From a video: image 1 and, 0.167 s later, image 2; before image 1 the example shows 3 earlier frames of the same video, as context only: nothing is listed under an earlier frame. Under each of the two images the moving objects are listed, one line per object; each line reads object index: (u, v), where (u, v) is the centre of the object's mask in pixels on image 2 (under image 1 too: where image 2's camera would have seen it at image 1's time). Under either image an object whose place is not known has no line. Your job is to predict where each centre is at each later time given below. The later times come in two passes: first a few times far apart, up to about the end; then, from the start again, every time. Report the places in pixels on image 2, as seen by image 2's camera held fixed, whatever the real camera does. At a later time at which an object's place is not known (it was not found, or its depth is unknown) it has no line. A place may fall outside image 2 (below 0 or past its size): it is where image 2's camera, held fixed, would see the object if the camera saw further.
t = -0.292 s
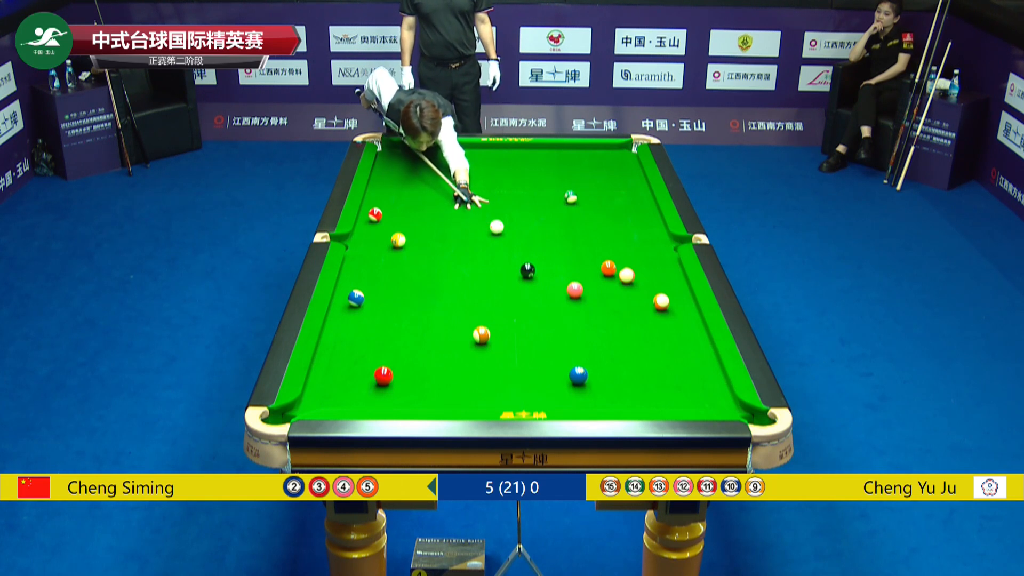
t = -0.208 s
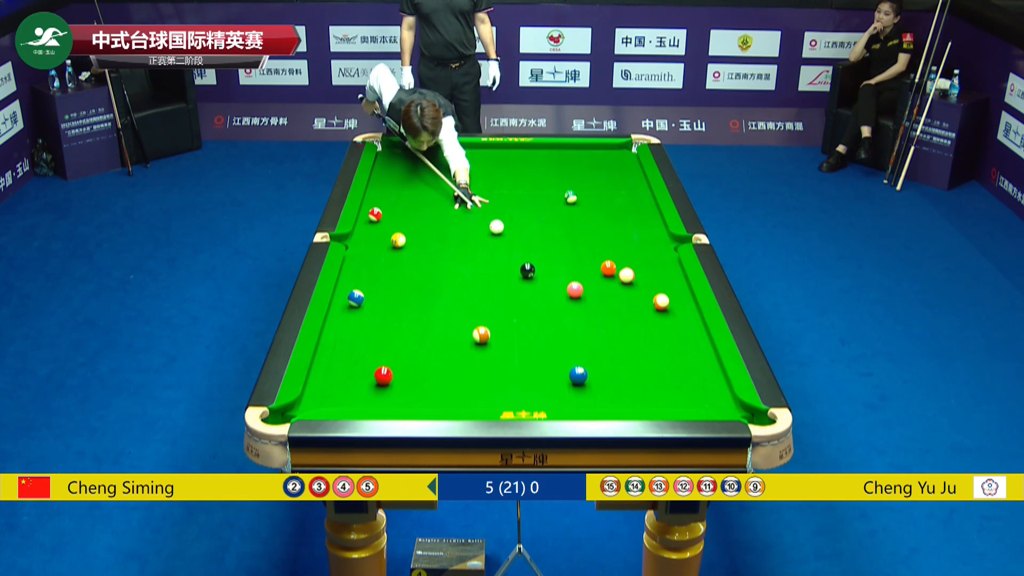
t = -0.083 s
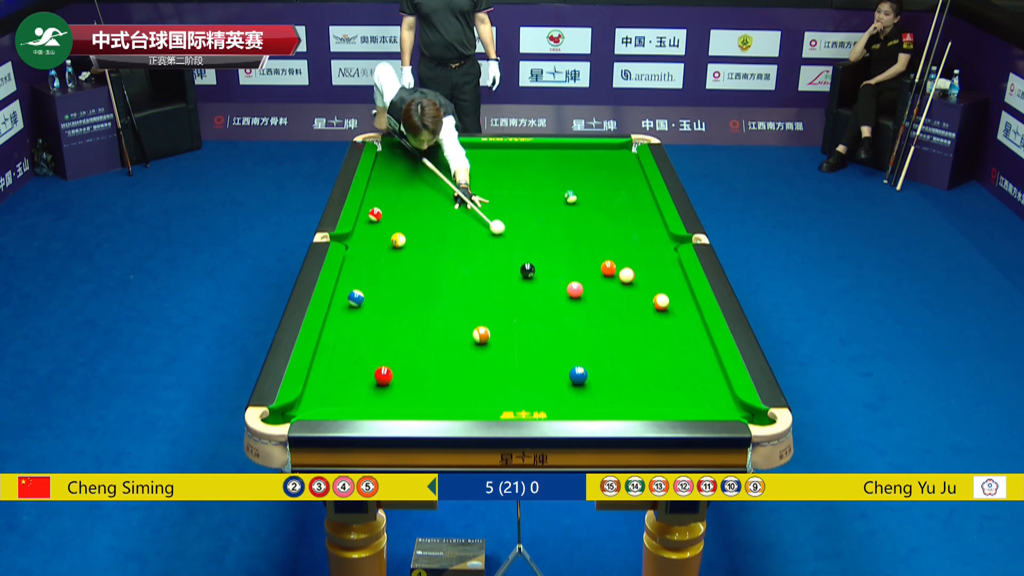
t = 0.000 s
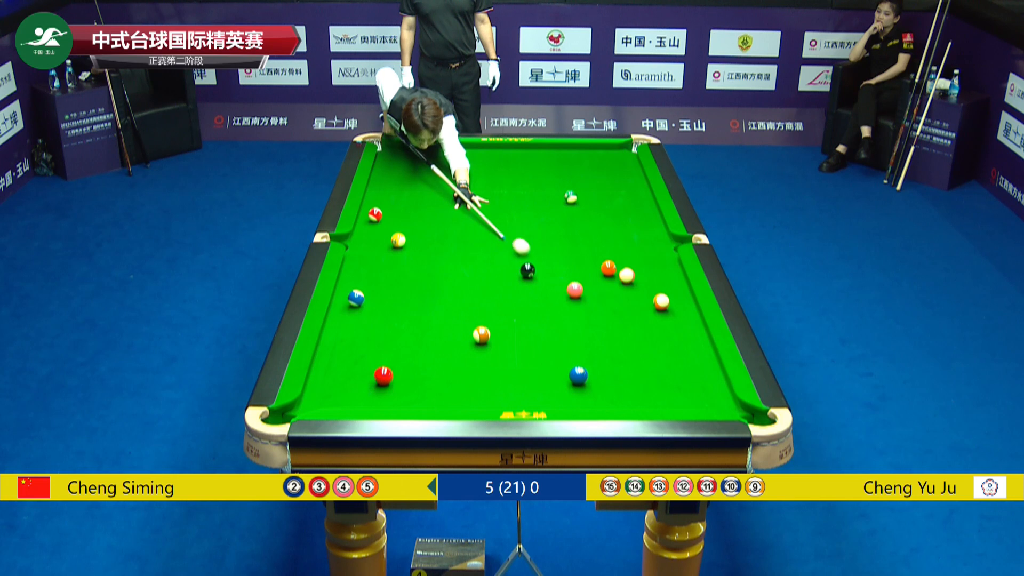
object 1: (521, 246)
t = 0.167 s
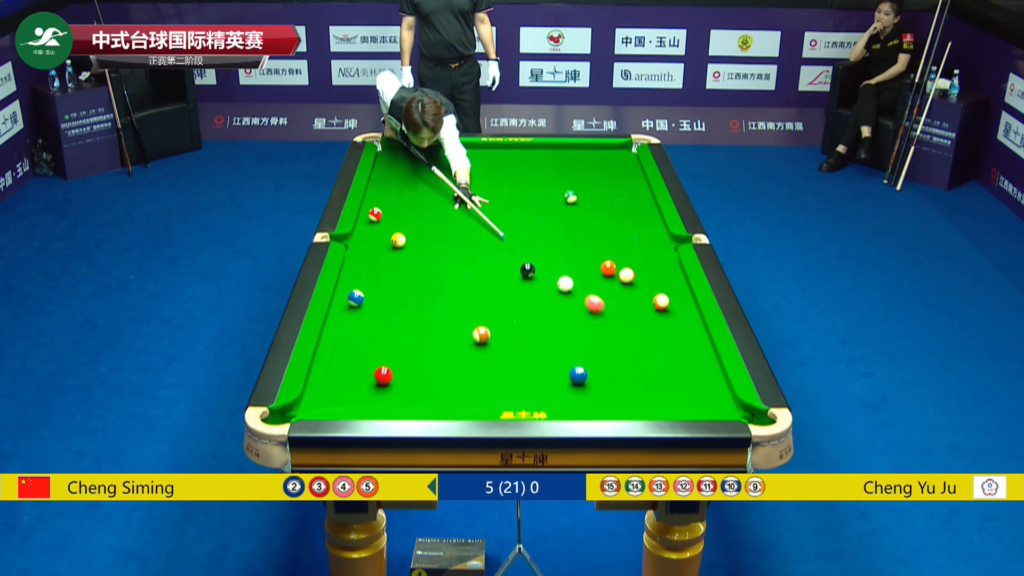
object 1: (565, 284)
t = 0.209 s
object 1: (564, 284)
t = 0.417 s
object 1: (561, 285)
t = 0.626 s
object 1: (558, 286)
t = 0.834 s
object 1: (555, 286)
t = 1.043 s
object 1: (554, 286)
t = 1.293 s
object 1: (552, 286)
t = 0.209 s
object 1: (564, 284)
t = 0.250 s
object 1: (564, 284)
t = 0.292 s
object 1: (563, 284)
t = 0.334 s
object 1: (562, 284)
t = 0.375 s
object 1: (562, 284)
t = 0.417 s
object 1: (561, 285)
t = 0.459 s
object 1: (561, 285)
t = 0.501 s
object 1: (560, 285)
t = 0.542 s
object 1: (559, 285)
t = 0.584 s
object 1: (559, 285)
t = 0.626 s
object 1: (558, 286)
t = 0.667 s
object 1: (557, 286)
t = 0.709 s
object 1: (557, 286)
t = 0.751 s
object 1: (556, 286)
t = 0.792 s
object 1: (556, 286)
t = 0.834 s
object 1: (555, 286)
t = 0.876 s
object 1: (555, 286)
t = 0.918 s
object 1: (555, 286)
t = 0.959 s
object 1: (554, 286)
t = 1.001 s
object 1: (554, 286)
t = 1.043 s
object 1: (554, 286)
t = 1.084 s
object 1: (553, 286)
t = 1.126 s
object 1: (553, 286)
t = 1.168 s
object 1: (553, 286)
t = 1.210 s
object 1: (552, 286)
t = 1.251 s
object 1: (552, 286)
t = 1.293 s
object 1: (552, 286)
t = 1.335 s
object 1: (552, 287)
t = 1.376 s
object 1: (552, 287)
